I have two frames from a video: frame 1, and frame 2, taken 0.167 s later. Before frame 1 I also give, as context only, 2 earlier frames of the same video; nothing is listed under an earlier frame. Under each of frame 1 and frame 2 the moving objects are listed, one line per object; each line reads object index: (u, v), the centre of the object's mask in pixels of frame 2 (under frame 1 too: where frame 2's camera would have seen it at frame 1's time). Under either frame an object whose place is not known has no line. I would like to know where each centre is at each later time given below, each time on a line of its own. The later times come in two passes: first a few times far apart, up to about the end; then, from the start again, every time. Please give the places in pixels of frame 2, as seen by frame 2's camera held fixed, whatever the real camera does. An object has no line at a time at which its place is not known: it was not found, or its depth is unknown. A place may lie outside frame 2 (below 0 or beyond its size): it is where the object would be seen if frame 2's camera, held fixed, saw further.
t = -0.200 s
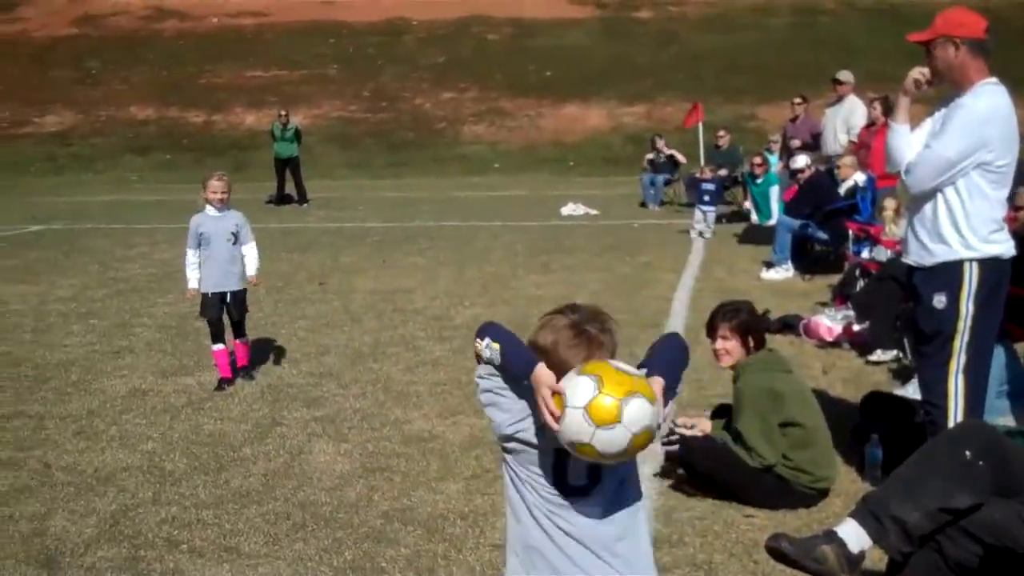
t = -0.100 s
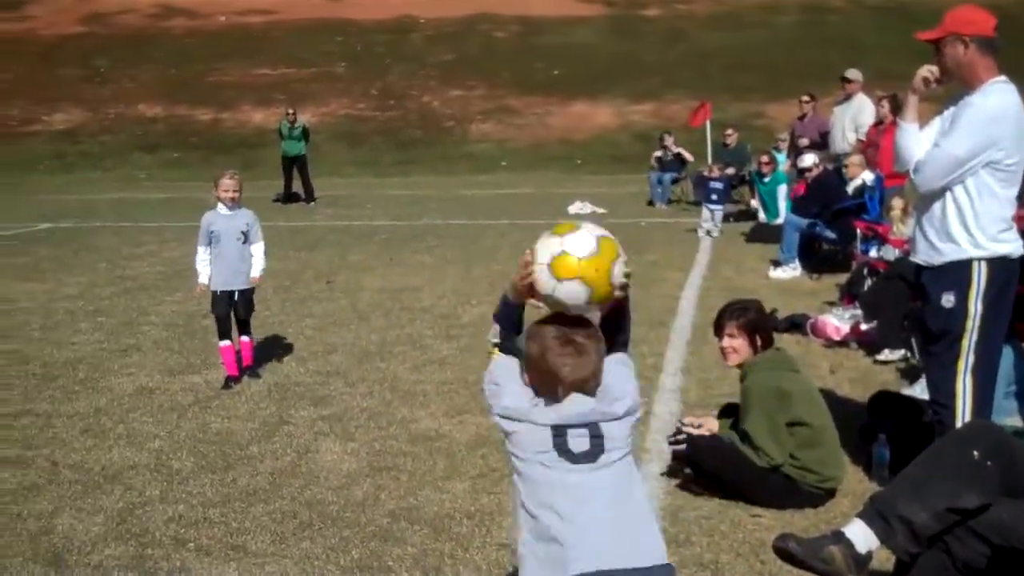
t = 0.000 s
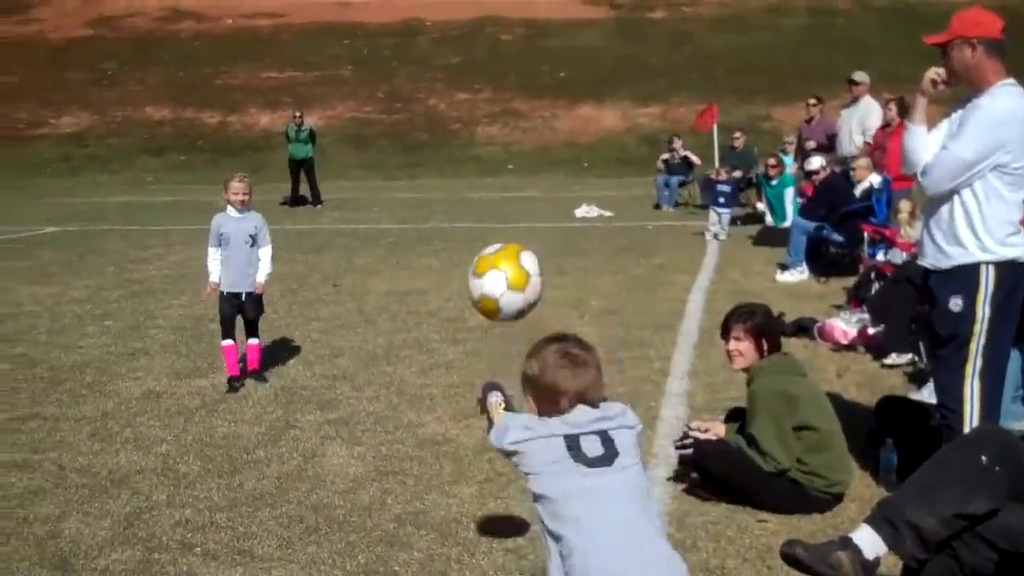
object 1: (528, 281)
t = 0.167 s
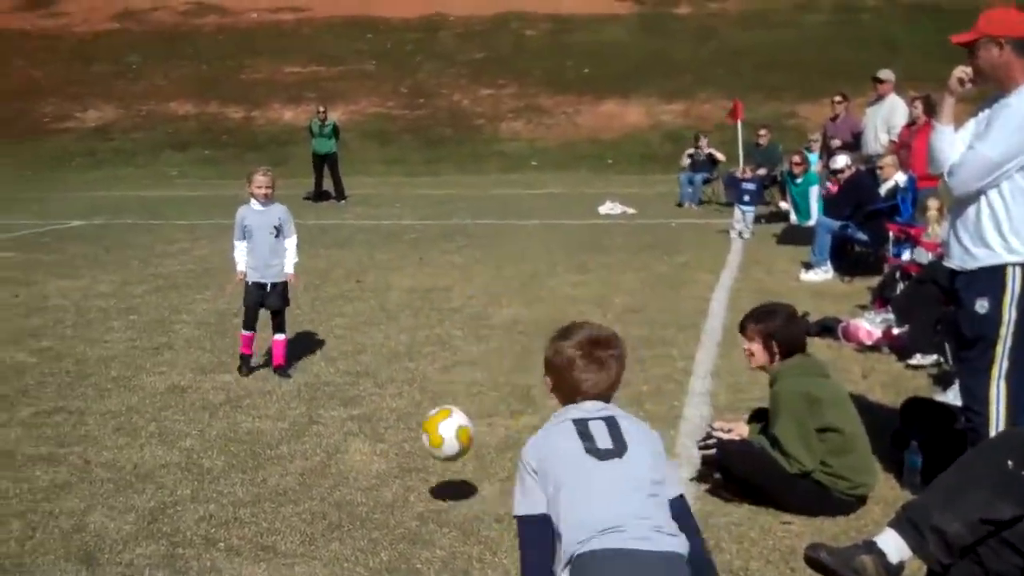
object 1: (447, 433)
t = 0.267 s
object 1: (418, 426)
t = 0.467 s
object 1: (374, 297)
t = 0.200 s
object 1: (436, 463)
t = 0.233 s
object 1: (427, 460)
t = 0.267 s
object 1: (418, 426)
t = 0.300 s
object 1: (409, 395)
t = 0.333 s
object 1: (402, 369)
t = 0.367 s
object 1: (394, 347)
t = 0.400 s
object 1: (387, 328)
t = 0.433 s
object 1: (381, 312)
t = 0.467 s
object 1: (374, 297)
